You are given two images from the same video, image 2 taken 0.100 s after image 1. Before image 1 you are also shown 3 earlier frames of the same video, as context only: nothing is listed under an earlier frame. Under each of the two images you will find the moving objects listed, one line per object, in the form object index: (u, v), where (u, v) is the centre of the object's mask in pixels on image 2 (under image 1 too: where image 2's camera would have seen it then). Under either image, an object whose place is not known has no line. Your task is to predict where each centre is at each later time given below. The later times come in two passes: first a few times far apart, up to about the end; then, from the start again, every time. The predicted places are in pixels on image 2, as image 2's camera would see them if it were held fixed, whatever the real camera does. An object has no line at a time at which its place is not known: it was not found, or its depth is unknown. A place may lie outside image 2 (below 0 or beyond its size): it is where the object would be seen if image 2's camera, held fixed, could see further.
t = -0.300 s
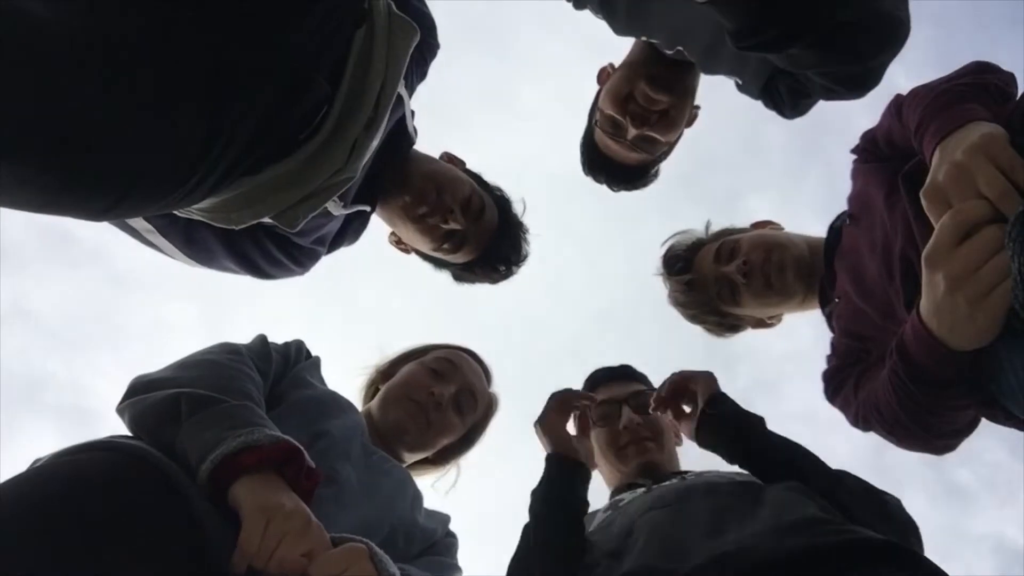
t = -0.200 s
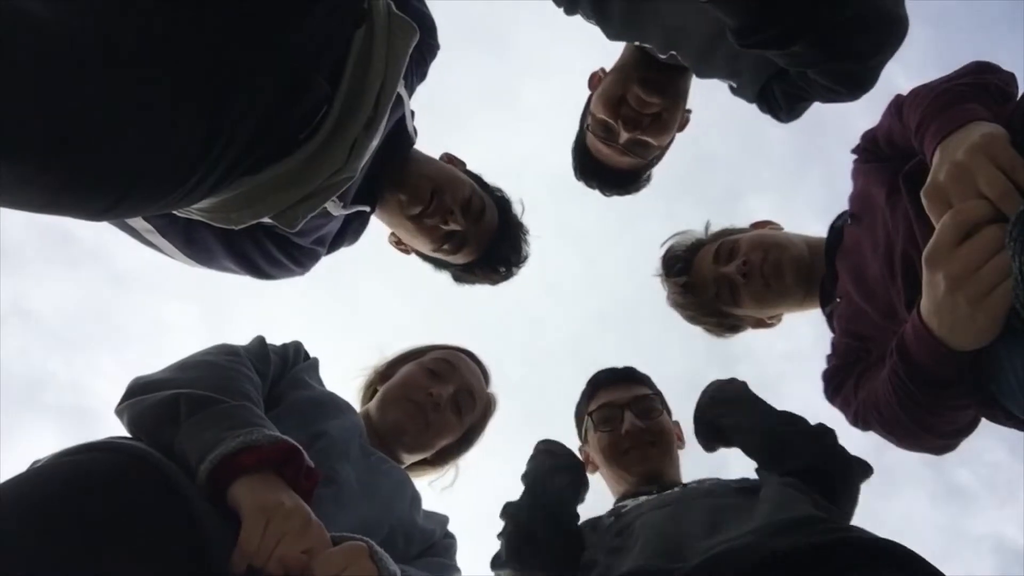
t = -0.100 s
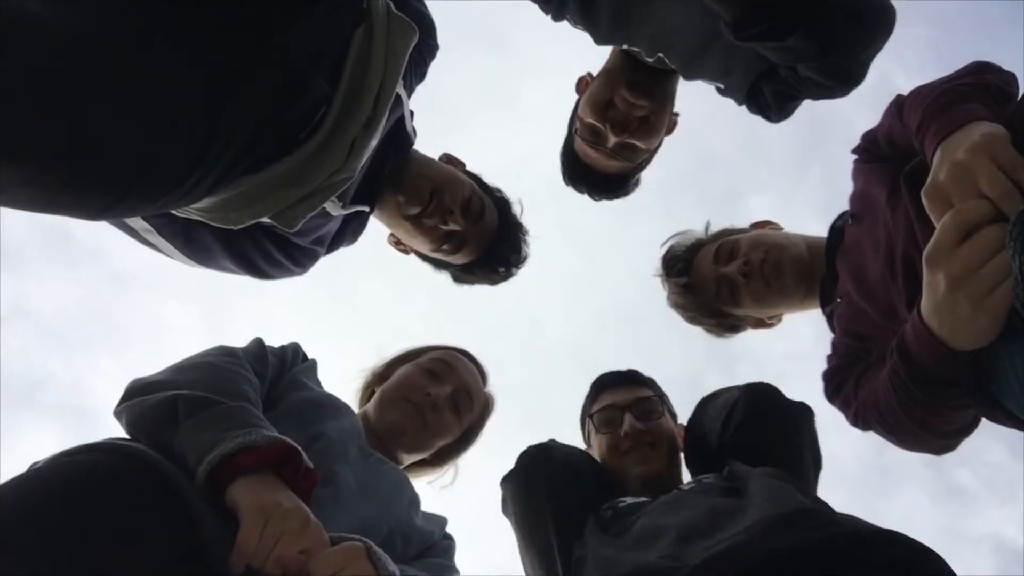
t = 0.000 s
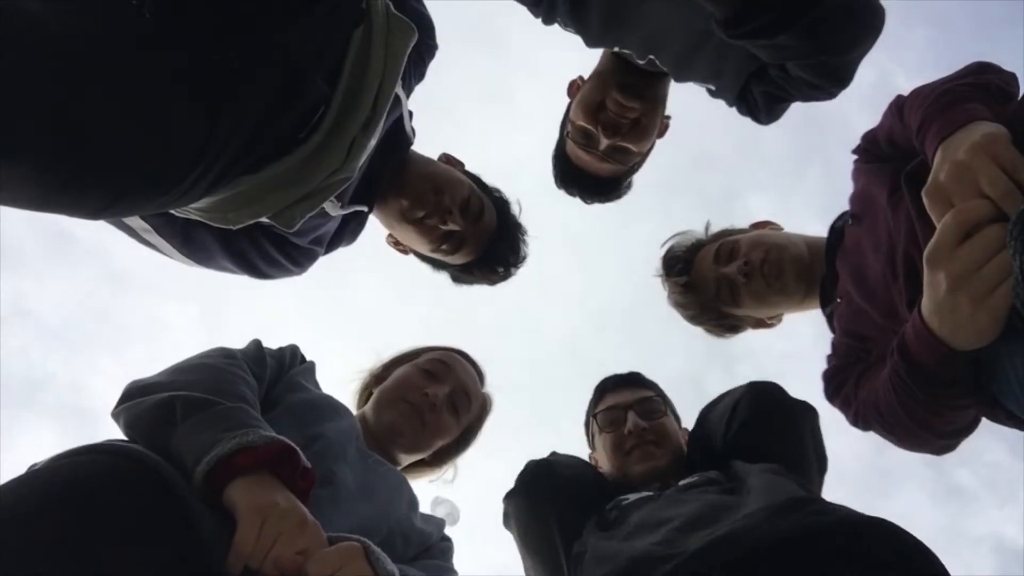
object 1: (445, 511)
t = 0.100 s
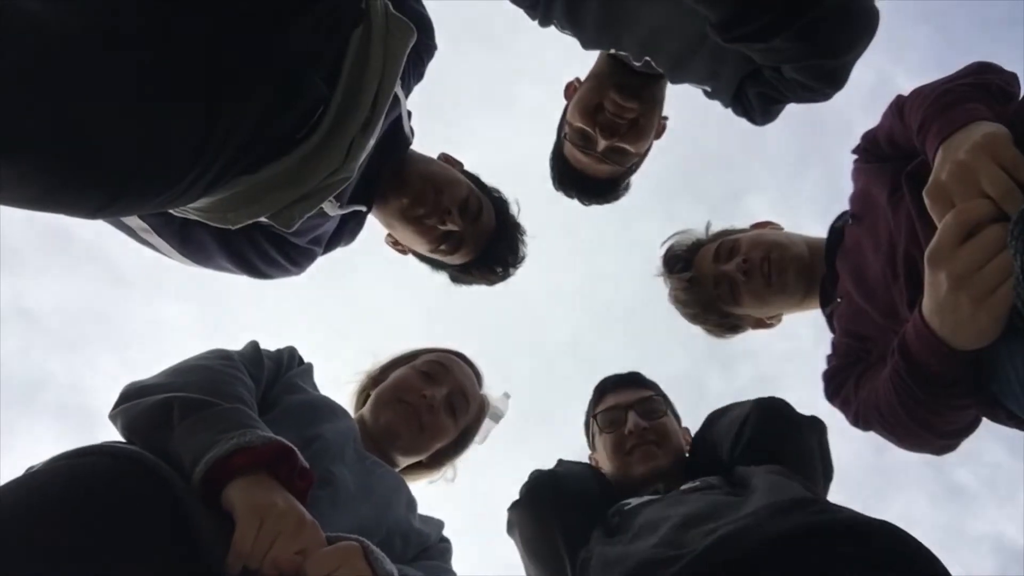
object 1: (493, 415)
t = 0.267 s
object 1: (515, 352)
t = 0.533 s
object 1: (544, 287)
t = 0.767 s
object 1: (565, 236)
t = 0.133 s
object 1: (499, 399)
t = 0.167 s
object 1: (502, 385)
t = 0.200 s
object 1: (507, 374)
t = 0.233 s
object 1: (511, 363)
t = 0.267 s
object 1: (515, 352)
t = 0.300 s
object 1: (519, 343)
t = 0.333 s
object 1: (523, 335)
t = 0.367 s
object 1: (527, 326)
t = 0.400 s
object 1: (531, 318)
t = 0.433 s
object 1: (534, 310)
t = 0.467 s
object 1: (537, 303)
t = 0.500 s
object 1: (541, 295)
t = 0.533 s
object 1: (544, 287)
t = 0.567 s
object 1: (547, 280)
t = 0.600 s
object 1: (550, 273)
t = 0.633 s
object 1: (553, 266)
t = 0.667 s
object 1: (556, 258)
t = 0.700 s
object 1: (559, 251)
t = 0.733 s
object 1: (562, 243)
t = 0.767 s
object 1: (565, 236)
